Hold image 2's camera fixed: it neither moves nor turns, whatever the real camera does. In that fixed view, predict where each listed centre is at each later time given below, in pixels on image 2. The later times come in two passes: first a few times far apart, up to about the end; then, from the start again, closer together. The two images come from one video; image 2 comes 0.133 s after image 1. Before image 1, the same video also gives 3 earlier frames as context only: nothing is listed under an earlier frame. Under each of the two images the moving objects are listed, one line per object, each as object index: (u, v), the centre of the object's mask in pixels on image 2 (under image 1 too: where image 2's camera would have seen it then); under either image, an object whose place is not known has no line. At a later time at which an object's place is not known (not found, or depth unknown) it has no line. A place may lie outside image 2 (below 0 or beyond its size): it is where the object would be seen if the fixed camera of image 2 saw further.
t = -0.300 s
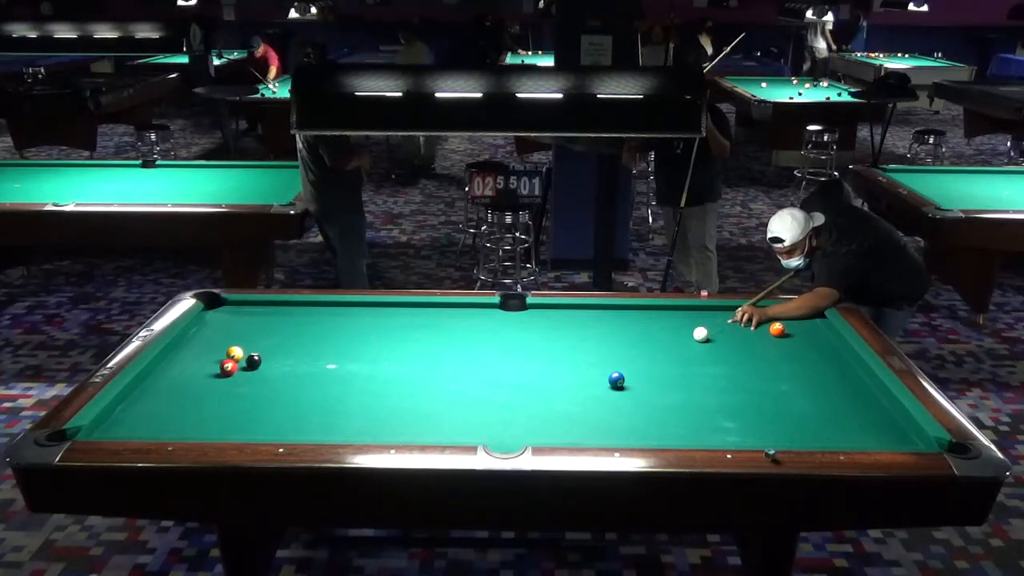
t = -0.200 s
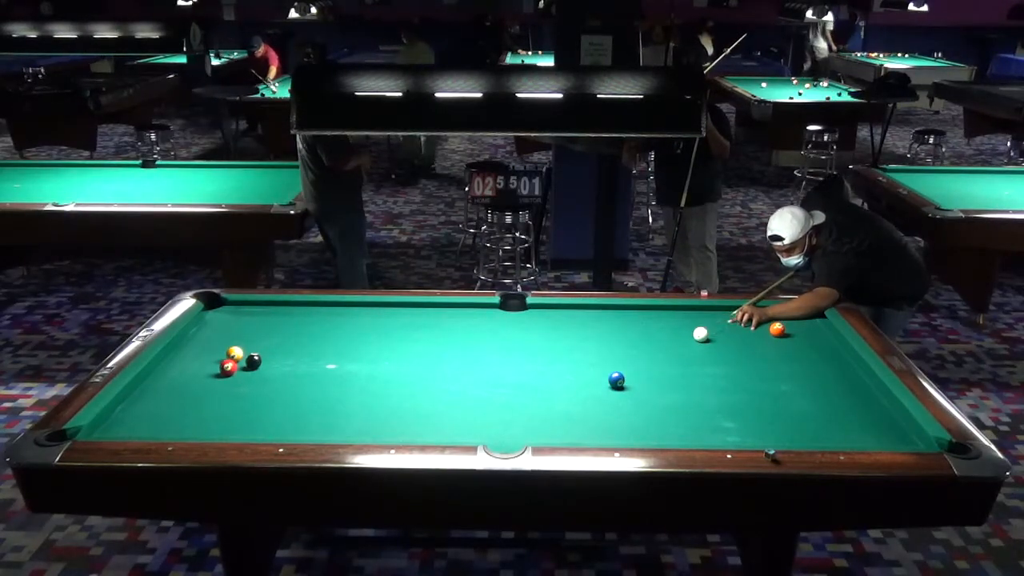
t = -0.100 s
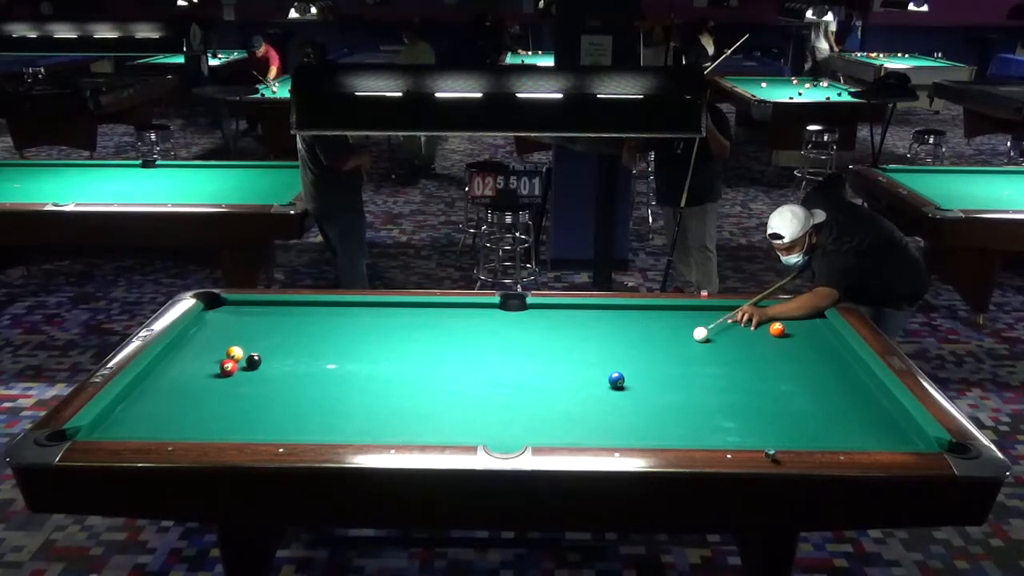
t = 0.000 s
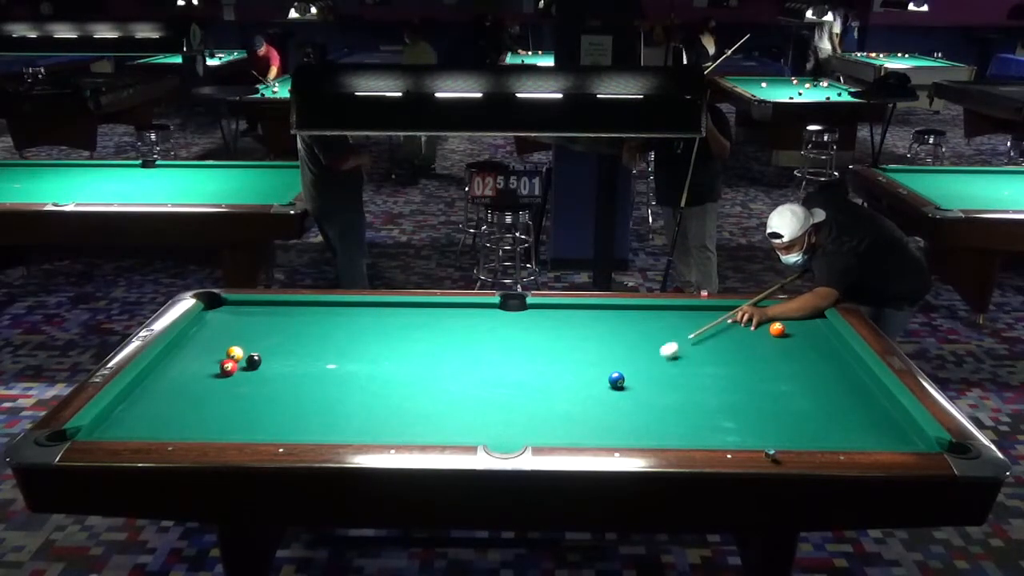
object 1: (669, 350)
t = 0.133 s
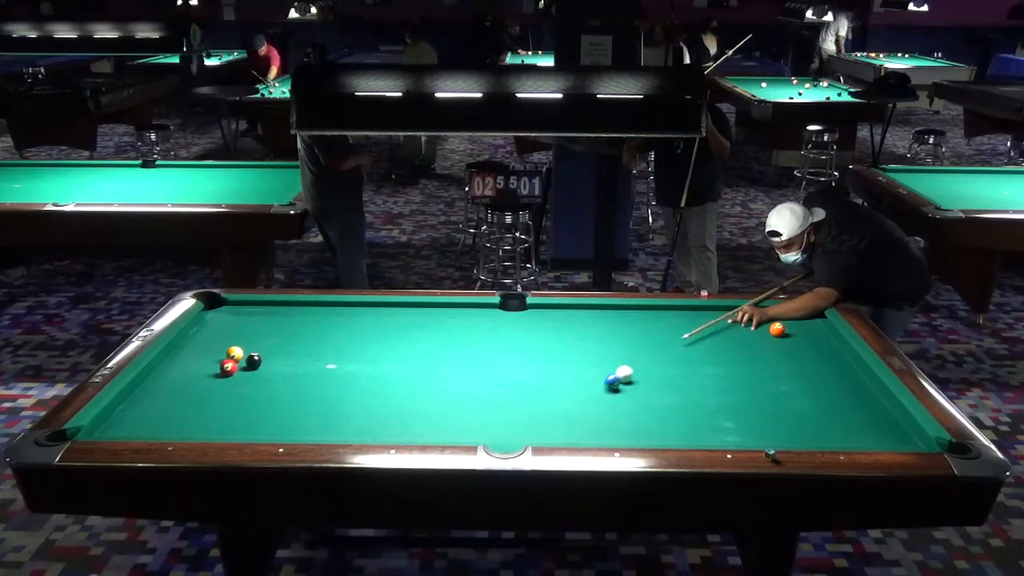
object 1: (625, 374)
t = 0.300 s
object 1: (611, 376)
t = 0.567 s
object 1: (578, 386)
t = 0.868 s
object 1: (541, 398)
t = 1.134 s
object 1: (507, 407)
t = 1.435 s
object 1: (470, 419)
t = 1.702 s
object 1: (436, 429)
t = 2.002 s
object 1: (402, 433)
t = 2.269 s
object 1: (382, 430)
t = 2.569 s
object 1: (362, 426)
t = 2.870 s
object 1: (343, 421)
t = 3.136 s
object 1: (329, 418)
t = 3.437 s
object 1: (315, 414)
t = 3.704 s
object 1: (304, 411)
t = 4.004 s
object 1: (295, 408)
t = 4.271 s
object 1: (288, 406)
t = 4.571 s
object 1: (282, 404)
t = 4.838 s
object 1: (279, 403)
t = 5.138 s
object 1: (277, 402)
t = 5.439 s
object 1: (275, 401)
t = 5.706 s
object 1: (275, 401)
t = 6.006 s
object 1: (275, 401)
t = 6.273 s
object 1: (275, 401)
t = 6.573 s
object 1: (275, 401)
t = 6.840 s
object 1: (275, 401)
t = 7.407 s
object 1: (276, 401)
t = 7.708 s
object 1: (275, 401)
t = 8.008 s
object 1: (275, 401)
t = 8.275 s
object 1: (275, 401)
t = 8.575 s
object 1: (275, 401)
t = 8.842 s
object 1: (275, 401)
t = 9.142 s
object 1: (275, 401)
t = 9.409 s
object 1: (275, 401)
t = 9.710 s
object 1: (275, 401)
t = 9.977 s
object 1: (275, 401)
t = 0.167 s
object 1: (622, 374)
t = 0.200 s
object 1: (620, 374)
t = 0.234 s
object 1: (617, 374)
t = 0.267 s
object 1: (615, 375)
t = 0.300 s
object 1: (611, 376)
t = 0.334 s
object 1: (607, 377)
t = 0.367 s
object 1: (603, 379)
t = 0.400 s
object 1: (598, 380)
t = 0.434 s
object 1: (594, 381)
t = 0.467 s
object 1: (590, 382)
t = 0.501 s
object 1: (586, 383)
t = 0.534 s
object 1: (582, 385)
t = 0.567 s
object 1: (578, 386)
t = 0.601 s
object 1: (574, 387)
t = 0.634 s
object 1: (570, 388)
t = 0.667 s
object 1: (566, 390)
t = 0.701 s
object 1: (561, 391)
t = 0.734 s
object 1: (558, 393)
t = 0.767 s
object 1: (553, 394)
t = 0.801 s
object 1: (549, 395)
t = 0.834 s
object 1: (545, 396)
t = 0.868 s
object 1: (541, 398)
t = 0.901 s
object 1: (536, 399)
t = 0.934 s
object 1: (532, 400)
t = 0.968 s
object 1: (528, 401)
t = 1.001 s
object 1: (524, 403)
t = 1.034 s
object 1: (520, 404)
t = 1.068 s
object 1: (515, 405)
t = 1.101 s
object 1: (511, 406)
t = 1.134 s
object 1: (507, 407)
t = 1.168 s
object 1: (503, 409)
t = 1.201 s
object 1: (499, 410)
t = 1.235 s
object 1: (495, 412)
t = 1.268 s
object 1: (490, 413)
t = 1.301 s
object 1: (486, 414)
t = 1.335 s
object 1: (482, 415)
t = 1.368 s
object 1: (478, 417)
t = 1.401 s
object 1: (473, 418)
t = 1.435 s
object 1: (470, 419)
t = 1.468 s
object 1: (465, 420)
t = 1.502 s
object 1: (461, 422)
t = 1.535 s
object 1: (457, 423)
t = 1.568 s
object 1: (452, 425)
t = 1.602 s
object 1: (449, 425)
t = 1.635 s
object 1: (444, 427)
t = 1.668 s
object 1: (440, 428)
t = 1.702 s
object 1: (436, 429)
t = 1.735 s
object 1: (432, 430)
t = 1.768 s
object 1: (428, 430)
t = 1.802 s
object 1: (424, 430)
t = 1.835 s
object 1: (420, 431)
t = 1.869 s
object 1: (415, 432)
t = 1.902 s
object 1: (412, 433)
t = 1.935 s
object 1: (407, 434)
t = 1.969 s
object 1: (405, 434)
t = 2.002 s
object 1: (402, 433)
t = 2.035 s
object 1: (399, 433)
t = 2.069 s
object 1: (397, 432)
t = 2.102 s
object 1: (394, 432)
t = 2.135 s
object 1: (392, 432)
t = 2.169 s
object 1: (389, 431)
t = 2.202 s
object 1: (387, 430)
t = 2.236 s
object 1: (384, 430)
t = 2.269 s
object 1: (382, 430)
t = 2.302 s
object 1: (380, 430)
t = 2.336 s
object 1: (377, 429)
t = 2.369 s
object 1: (375, 429)
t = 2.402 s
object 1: (373, 429)
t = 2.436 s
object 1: (370, 429)
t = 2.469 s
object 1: (368, 428)
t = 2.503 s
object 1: (366, 428)
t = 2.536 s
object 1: (363, 427)
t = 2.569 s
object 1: (362, 426)
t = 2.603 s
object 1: (359, 427)
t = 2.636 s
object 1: (357, 426)
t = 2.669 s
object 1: (355, 425)
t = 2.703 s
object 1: (353, 425)
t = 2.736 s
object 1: (351, 424)
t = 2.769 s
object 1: (349, 424)
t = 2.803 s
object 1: (347, 423)
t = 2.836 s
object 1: (345, 423)
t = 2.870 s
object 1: (343, 421)
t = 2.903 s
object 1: (341, 421)
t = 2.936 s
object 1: (339, 420)
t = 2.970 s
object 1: (338, 420)
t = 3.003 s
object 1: (336, 420)
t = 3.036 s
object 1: (334, 419)
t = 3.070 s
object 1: (332, 419)
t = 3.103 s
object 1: (331, 418)
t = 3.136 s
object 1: (329, 418)
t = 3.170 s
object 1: (327, 417)
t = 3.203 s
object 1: (325, 417)
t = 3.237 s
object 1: (324, 416)
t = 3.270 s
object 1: (322, 416)
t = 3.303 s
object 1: (321, 416)
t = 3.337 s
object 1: (319, 415)
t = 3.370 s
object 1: (318, 415)
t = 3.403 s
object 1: (317, 414)
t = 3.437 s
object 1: (315, 414)
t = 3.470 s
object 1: (314, 413)
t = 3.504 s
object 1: (312, 413)
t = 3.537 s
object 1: (311, 413)
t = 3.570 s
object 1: (310, 412)
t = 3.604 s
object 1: (308, 412)
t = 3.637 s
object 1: (307, 412)
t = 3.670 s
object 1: (306, 411)
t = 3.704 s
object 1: (304, 411)
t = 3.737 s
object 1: (303, 411)
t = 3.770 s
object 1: (302, 410)
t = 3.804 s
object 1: (301, 410)
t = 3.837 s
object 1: (300, 410)
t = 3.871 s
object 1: (299, 409)
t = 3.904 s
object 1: (298, 409)
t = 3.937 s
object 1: (297, 409)
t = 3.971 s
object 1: (296, 408)
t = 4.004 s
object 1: (295, 408)
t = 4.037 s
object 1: (294, 408)
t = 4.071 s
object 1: (294, 407)
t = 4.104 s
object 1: (293, 407)
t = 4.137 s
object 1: (292, 407)
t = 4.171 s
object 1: (291, 407)
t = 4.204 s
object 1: (290, 406)
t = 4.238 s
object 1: (289, 406)
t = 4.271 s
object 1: (288, 406)
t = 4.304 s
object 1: (288, 406)
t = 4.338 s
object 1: (287, 405)
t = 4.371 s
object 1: (286, 405)
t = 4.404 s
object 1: (286, 405)
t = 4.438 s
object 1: (285, 405)
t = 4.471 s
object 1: (284, 405)
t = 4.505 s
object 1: (284, 404)
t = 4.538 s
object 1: (283, 404)
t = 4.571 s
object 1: (282, 404)
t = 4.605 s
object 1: (282, 404)
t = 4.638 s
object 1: (282, 404)
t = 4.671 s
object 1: (281, 403)
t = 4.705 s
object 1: (280, 403)
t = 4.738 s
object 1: (280, 403)
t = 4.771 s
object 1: (280, 403)
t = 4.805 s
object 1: (279, 403)
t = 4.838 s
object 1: (279, 403)
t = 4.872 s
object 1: (279, 403)
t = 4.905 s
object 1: (279, 402)
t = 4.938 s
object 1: (278, 402)
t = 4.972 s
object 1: (278, 402)
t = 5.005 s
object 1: (278, 402)
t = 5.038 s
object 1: (277, 402)
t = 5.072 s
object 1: (277, 402)
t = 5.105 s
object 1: (277, 402)
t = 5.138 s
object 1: (277, 402)
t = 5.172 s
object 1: (276, 402)
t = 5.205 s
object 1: (276, 402)
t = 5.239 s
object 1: (276, 402)
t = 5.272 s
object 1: (276, 402)
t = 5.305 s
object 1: (276, 401)
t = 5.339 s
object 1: (276, 402)
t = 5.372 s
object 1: (275, 401)
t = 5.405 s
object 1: (275, 401)
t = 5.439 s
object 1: (275, 401)
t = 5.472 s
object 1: (275, 401)
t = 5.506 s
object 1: (275, 401)
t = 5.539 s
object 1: (275, 401)
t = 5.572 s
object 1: (275, 401)
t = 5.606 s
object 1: (275, 401)
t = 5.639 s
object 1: (275, 401)
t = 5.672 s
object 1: (275, 401)
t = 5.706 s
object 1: (275, 401)
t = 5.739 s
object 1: (275, 401)
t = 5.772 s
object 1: (275, 401)
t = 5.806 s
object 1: (275, 401)
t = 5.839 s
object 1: (275, 401)
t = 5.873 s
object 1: (275, 401)
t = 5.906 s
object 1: (275, 401)
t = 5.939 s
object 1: (275, 401)
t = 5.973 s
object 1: (275, 401)
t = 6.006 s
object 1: (275, 401)
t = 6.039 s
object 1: (275, 401)
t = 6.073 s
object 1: (275, 401)
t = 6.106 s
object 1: (275, 401)
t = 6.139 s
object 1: (275, 401)
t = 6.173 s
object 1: (275, 401)
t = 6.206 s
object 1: (275, 401)
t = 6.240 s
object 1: (275, 401)
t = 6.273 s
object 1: (275, 401)
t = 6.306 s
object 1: (275, 401)
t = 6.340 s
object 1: (275, 401)
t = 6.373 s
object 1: (275, 401)
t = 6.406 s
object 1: (275, 401)
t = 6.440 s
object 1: (275, 401)
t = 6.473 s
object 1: (275, 401)
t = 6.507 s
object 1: (275, 401)
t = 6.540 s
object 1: (275, 401)
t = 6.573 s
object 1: (275, 401)
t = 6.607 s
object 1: (275, 401)
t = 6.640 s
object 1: (274, 402)
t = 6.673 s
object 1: (276, 401)
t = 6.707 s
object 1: (275, 401)
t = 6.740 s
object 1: (275, 401)
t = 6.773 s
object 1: (275, 401)
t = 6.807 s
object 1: (275, 401)
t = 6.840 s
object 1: (275, 401)
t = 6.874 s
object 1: (275, 401)
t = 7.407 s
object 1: (276, 401)
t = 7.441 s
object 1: (275, 401)
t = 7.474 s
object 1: (275, 401)
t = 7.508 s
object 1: (275, 401)
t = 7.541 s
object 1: (275, 401)
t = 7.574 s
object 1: (275, 401)
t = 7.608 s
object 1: (275, 401)
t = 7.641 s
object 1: (275, 401)
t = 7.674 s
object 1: (275, 401)
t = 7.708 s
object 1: (275, 401)
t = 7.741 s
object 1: (275, 401)
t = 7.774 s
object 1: (275, 401)
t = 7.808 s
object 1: (275, 401)
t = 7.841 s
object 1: (275, 401)
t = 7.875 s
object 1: (275, 401)
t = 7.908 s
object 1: (275, 401)
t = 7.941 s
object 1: (275, 401)
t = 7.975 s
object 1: (275, 401)
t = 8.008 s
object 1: (275, 401)
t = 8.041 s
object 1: (275, 401)
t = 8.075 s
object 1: (275, 401)
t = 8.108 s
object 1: (275, 401)
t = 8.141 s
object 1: (275, 401)
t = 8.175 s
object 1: (275, 401)
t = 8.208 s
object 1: (275, 401)
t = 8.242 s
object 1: (275, 401)
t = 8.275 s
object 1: (275, 401)
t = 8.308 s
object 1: (275, 401)
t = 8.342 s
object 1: (275, 401)
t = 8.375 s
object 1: (275, 401)
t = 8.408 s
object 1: (275, 401)
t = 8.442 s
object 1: (275, 401)
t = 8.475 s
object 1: (275, 401)
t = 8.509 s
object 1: (275, 401)
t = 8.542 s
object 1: (275, 401)
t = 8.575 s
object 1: (275, 401)
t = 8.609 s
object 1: (275, 401)
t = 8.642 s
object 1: (275, 401)
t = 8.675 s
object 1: (275, 401)
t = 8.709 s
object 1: (275, 401)
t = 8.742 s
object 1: (275, 401)
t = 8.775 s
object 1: (275, 401)
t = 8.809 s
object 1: (275, 401)
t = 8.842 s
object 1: (275, 401)
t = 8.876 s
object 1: (275, 401)
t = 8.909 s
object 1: (275, 401)
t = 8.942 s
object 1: (275, 401)
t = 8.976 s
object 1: (275, 401)
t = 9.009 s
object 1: (275, 401)
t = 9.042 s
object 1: (275, 401)
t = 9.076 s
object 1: (275, 401)
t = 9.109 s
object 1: (275, 401)
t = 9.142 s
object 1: (275, 401)
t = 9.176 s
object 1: (275, 401)
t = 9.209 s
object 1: (275, 401)
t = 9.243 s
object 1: (275, 401)
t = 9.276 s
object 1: (275, 401)
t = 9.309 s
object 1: (275, 401)
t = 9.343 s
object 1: (275, 401)
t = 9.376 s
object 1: (275, 401)
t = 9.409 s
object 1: (275, 401)
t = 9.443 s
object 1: (275, 401)
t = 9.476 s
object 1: (275, 401)
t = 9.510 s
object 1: (275, 401)
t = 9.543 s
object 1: (275, 401)
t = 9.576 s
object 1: (275, 401)
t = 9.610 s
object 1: (275, 401)
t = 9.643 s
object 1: (275, 401)
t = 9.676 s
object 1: (275, 401)
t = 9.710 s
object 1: (275, 401)
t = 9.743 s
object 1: (275, 401)
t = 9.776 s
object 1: (275, 401)
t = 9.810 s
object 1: (275, 401)
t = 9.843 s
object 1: (275, 401)
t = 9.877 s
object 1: (275, 401)
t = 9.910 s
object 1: (275, 401)
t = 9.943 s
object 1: (275, 401)
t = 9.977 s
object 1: (275, 401)
